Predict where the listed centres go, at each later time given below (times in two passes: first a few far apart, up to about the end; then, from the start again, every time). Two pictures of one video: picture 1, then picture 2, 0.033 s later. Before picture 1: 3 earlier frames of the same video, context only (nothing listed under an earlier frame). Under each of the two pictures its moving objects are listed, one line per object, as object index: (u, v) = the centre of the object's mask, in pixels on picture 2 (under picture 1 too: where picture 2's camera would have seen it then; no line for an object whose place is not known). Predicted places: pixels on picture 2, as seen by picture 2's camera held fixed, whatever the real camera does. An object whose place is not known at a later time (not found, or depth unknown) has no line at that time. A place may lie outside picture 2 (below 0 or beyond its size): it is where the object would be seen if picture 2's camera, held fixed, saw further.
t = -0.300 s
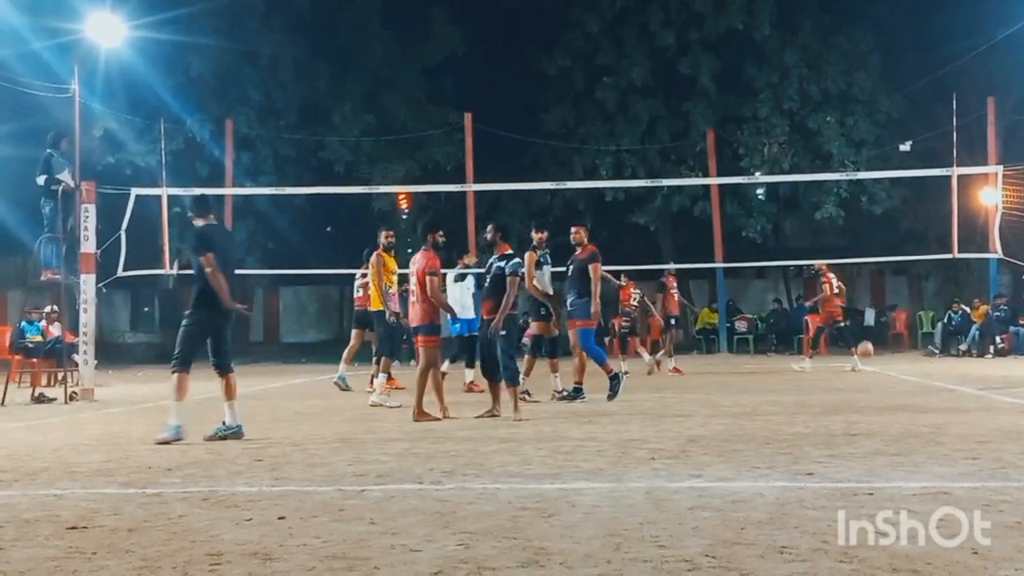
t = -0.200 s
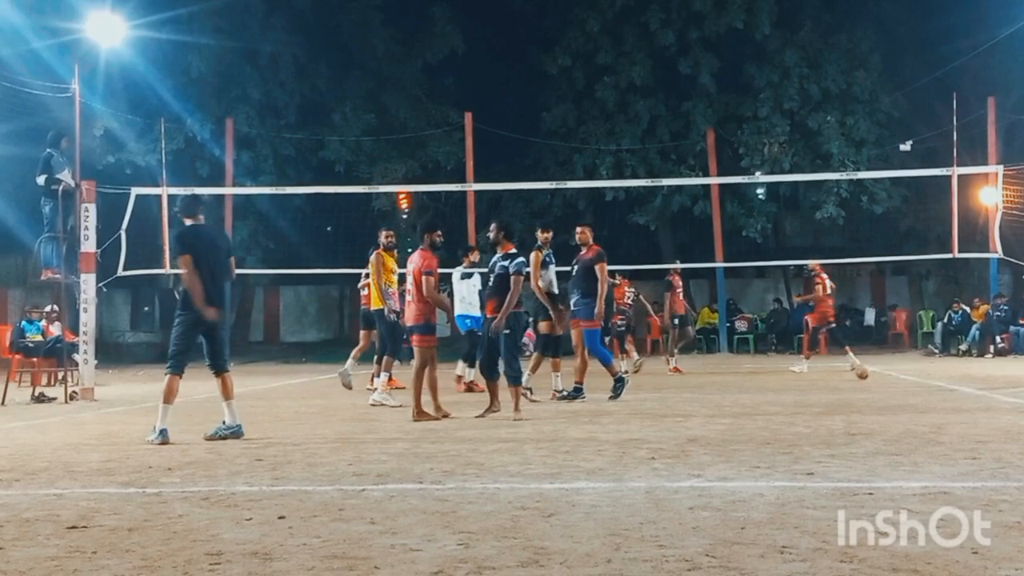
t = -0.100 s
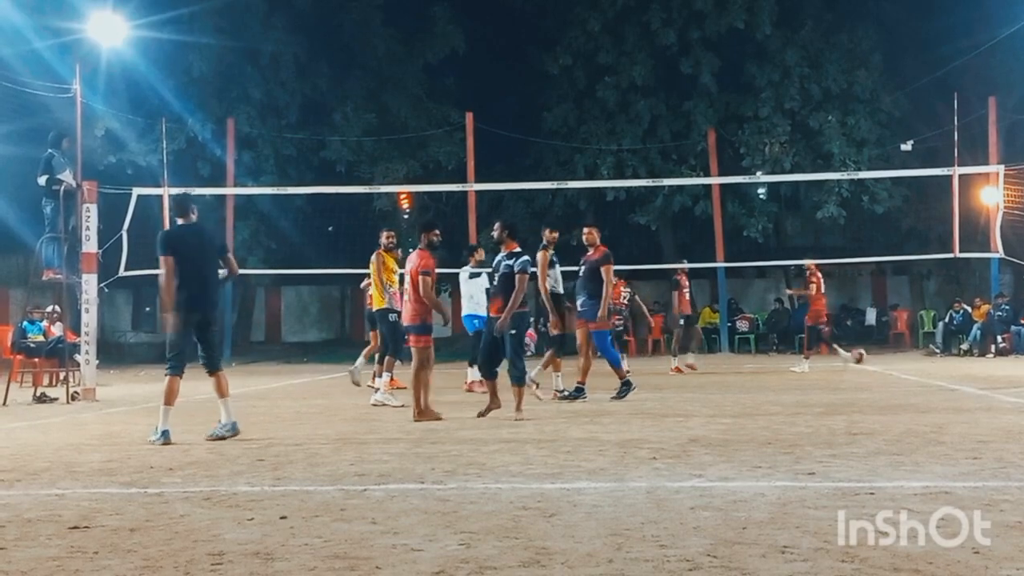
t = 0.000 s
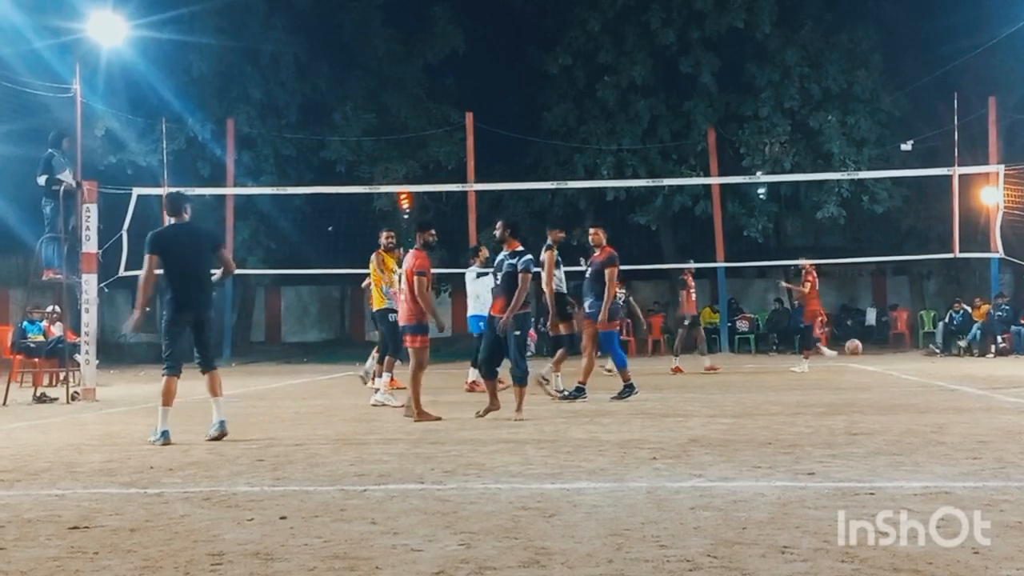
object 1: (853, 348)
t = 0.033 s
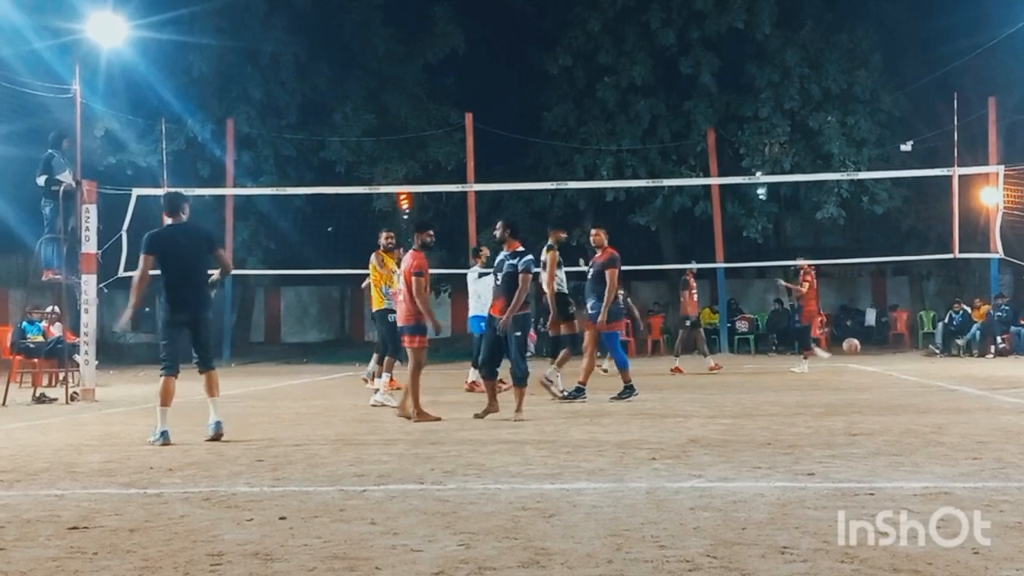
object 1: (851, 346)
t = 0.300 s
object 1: (839, 366)
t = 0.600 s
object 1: (825, 357)
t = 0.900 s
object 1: (813, 376)
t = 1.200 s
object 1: (801, 383)
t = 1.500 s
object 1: (787, 382)
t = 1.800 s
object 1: (775, 389)
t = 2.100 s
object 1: (760, 397)
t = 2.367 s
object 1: (745, 408)
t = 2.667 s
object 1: (726, 415)
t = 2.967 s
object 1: (705, 422)
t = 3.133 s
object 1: (693, 429)
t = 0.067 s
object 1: (850, 346)
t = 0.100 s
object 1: (848, 346)
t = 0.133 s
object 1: (847, 347)
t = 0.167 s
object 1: (845, 349)
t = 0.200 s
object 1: (843, 352)
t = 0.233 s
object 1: (842, 355)
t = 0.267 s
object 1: (840, 360)
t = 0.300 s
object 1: (839, 366)
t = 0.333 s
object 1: (838, 371)
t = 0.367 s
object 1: (836, 378)
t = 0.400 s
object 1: (834, 373)
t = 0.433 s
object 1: (833, 368)
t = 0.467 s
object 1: (831, 364)
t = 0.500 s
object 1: (830, 360)
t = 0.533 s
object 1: (828, 358)
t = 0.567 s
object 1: (827, 357)
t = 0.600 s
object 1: (825, 357)
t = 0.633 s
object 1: (824, 358)
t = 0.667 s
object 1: (824, 360)
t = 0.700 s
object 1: (822, 362)
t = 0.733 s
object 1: (820, 366)
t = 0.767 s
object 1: (818, 372)
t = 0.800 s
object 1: (817, 377)
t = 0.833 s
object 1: (815, 385)
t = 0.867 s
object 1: (814, 381)
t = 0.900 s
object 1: (813, 376)
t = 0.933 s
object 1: (812, 373)
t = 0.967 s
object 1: (810, 371)
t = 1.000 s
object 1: (809, 369)
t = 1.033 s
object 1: (807, 368)
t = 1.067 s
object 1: (806, 369)
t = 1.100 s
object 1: (804, 371)
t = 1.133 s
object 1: (803, 373)
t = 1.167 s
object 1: (801, 378)
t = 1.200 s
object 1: (801, 383)
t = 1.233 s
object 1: (800, 388)
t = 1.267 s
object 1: (797, 387)
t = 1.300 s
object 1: (796, 385)
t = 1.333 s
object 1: (794, 382)
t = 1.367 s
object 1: (793, 380)
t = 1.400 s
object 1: (792, 378)
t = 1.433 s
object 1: (790, 380)
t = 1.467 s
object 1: (789, 380)
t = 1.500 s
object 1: (787, 382)
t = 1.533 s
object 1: (786, 386)
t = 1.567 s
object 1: (786, 393)
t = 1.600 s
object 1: (783, 396)
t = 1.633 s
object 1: (782, 393)
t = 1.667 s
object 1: (781, 390)
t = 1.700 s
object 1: (780, 387)
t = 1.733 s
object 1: (778, 386)
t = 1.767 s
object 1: (776, 385)
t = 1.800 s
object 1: (775, 389)
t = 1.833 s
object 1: (773, 391)
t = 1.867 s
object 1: (772, 394)
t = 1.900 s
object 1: (772, 400)
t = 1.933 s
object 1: (769, 401)
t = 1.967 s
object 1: (767, 398)
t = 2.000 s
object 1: (766, 397)
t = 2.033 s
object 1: (764, 395)
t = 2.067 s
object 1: (763, 395)
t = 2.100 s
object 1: (760, 397)
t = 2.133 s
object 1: (760, 401)
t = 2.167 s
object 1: (758, 404)
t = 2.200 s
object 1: (756, 407)
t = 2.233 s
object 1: (752, 405)
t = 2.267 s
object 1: (751, 403)
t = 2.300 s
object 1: (750, 404)
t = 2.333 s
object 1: (747, 404)
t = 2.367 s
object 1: (745, 408)
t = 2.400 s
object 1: (743, 411)
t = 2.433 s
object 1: (741, 411)
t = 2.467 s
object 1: (738, 410)
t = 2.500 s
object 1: (736, 410)
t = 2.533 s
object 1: (735, 409)
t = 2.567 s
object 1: (732, 411)
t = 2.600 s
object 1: (730, 414)
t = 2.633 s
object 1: (728, 417)
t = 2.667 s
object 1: (726, 415)
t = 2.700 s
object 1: (723, 415)
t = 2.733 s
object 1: (721, 416)
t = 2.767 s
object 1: (719, 419)
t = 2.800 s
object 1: (718, 422)
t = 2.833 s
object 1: (715, 420)
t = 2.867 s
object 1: (711, 418)
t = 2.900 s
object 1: (709, 418)
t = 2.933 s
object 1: (707, 419)
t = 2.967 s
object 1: (705, 422)
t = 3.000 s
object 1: (703, 427)
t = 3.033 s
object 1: (700, 427)
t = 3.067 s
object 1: (697, 427)
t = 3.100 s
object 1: (695, 427)
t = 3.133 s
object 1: (693, 429)
